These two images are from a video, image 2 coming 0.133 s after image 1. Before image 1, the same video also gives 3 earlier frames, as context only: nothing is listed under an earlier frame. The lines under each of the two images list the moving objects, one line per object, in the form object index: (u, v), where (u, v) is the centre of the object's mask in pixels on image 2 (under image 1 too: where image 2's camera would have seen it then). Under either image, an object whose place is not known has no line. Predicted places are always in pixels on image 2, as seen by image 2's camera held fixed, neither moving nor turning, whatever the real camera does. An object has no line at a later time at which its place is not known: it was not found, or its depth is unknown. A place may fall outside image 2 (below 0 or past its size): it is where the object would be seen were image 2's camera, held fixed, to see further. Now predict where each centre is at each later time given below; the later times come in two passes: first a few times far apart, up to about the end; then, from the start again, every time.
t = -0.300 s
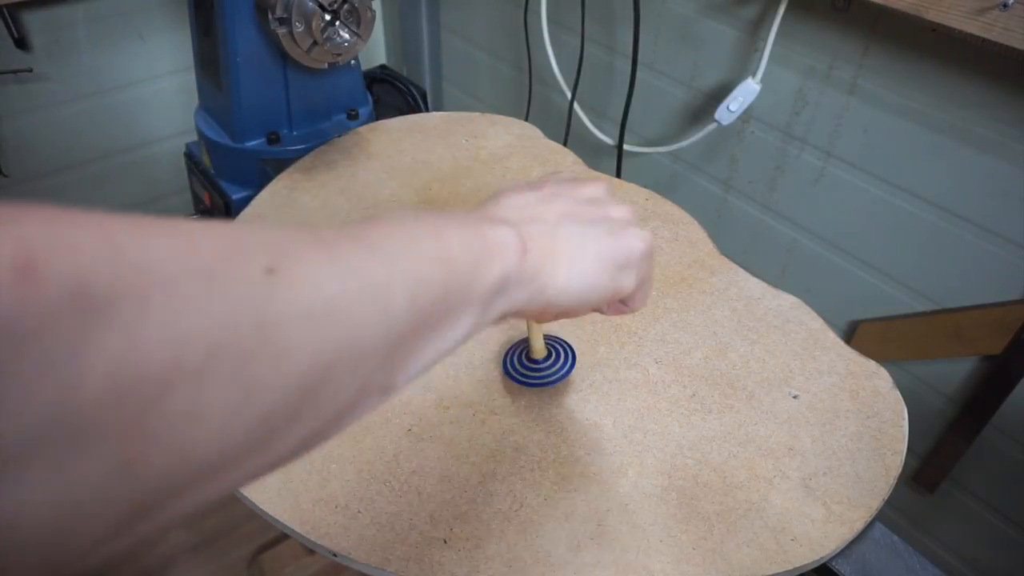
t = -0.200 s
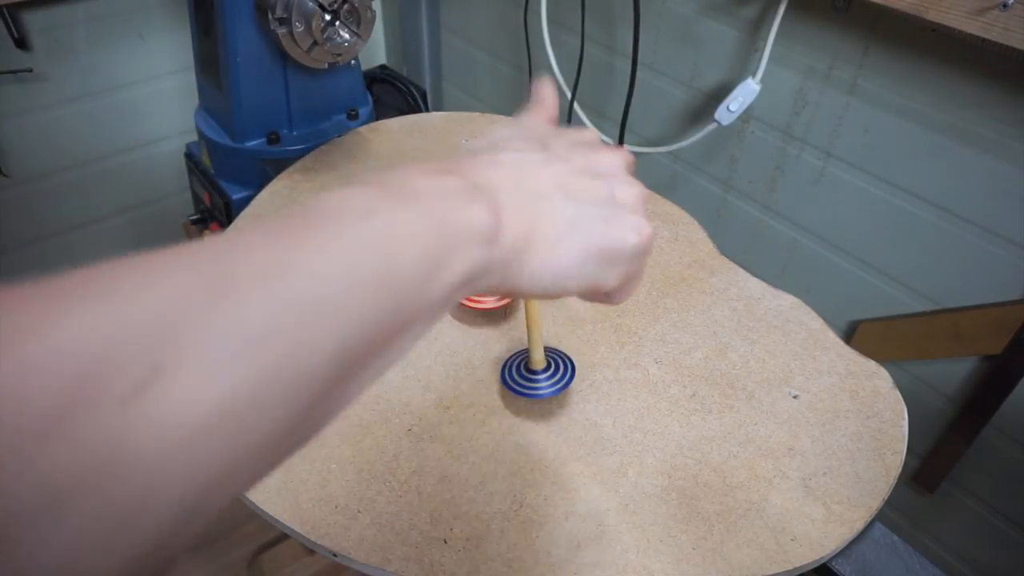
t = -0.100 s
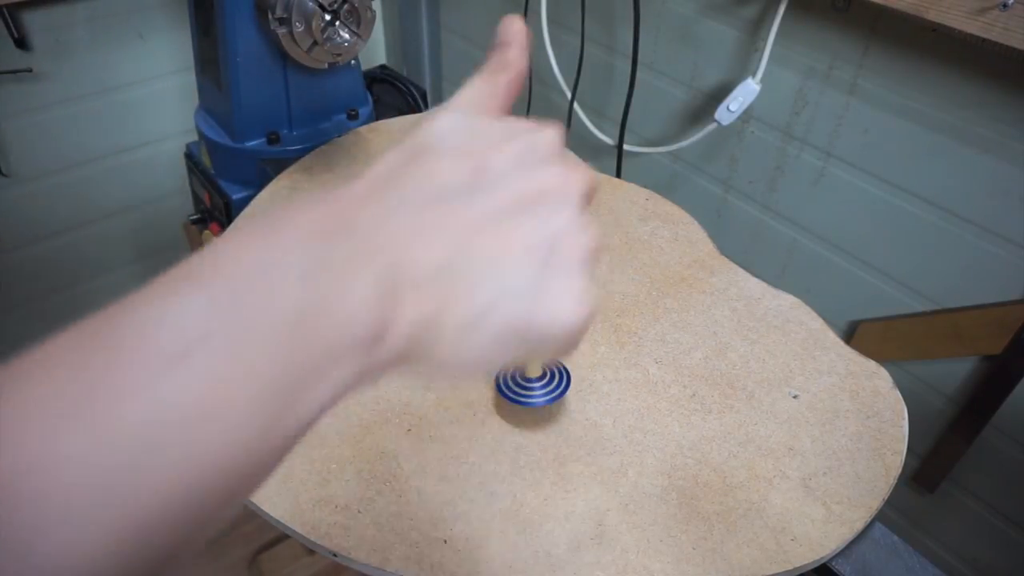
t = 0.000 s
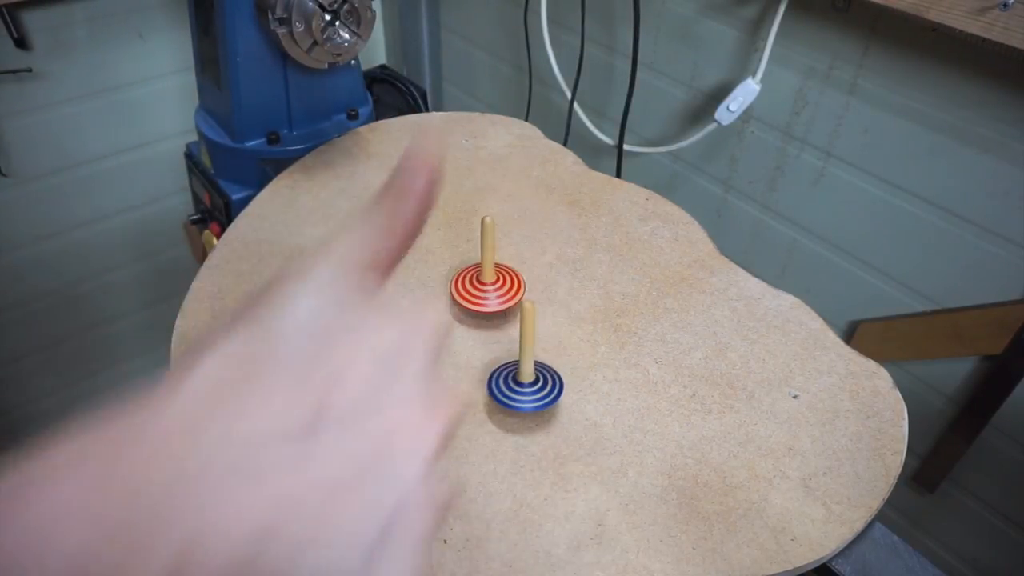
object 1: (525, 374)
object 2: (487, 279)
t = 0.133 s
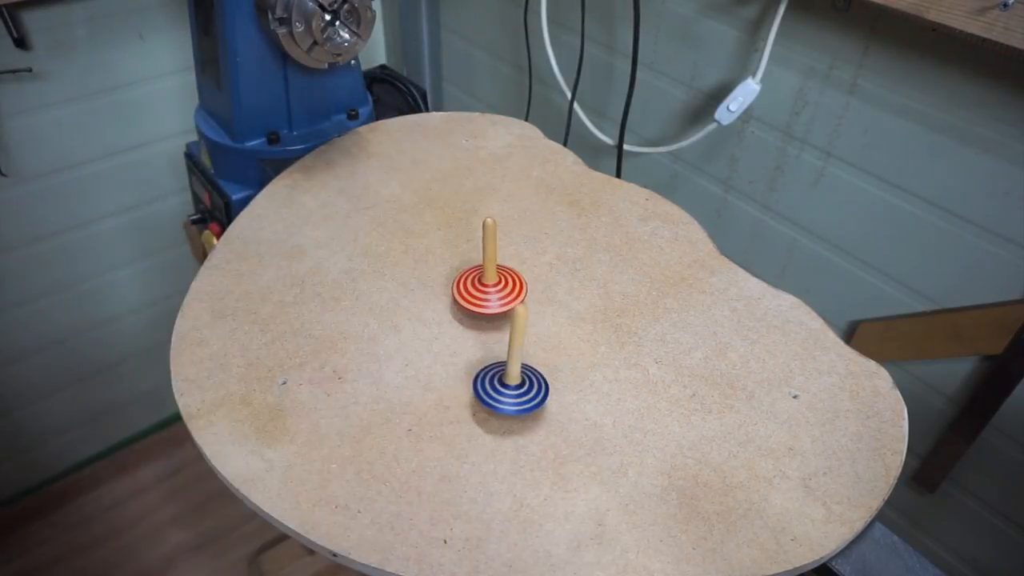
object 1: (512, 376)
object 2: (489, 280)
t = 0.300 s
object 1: (501, 372)
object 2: (491, 281)
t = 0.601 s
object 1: (501, 353)
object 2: (493, 282)
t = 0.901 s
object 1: (529, 342)
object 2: (498, 282)
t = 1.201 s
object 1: (560, 350)
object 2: (509, 282)
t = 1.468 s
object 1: (567, 363)
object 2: (519, 281)
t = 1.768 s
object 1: (558, 367)
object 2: (531, 281)
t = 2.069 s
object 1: (553, 360)
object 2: (541, 283)
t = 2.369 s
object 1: (567, 353)
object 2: (550, 285)
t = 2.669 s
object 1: (586, 357)
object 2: (556, 289)
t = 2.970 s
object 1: (593, 366)
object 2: (561, 291)
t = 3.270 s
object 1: (591, 367)
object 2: (567, 292)
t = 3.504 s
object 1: (592, 364)
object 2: (573, 291)
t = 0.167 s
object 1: (509, 376)
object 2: (489, 281)
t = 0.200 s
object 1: (506, 376)
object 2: (490, 281)
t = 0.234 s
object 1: (504, 375)
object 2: (490, 281)
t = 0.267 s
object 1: (502, 373)
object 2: (490, 281)
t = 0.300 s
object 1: (501, 372)
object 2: (491, 281)
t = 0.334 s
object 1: (500, 370)
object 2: (491, 282)
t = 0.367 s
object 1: (498, 368)
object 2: (491, 282)
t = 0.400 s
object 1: (498, 366)
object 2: (491, 282)
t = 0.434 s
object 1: (497, 364)
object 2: (492, 282)
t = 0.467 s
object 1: (497, 362)
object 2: (492, 282)
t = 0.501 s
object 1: (498, 359)
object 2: (492, 282)
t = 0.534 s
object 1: (499, 357)
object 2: (492, 282)
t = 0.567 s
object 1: (500, 355)
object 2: (493, 282)
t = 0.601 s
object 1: (501, 353)
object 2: (493, 282)
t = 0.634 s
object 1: (503, 350)
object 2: (493, 282)
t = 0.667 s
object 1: (506, 349)
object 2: (494, 282)
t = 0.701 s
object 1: (509, 347)
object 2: (494, 282)
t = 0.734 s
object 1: (512, 346)
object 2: (495, 282)
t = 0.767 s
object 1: (514, 345)
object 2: (495, 282)
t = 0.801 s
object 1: (518, 343)
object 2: (495, 282)
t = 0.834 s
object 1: (521, 342)
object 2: (496, 282)
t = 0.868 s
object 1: (525, 341)
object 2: (497, 282)
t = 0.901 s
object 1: (529, 342)
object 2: (498, 282)
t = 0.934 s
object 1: (533, 342)
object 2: (499, 282)
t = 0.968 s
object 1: (537, 342)
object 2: (500, 282)
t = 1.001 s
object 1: (541, 342)
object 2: (501, 282)
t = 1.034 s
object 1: (545, 343)
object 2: (503, 282)
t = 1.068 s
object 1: (548, 344)
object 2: (505, 282)
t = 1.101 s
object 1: (551, 345)
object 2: (506, 282)
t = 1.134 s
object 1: (554, 347)
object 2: (507, 282)
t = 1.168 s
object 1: (557, 348)
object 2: (508, 282)
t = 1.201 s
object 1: (560, 350)
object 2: (509, 282)
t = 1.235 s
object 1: (562, 351)
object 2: (510, 281)
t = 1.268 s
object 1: (564, 354)
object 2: (512, 281)
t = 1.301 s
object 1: (566, 355)
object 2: (513, 281)
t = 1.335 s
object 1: (567, 357)
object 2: (514, 281)
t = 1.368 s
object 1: (567, 359)
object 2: (515, 281)
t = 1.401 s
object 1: (567, 360)
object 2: (516, 281)
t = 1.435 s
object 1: (567, 362)
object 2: (518, 281)
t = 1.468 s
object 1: (567, 363)
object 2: (519, 281)
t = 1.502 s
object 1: (567, 364)
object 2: (520, 281)
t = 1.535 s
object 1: (566, 365)
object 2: (521, 281)
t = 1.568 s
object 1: (565, 366)
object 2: (523, 281)
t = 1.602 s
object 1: (564, 367)
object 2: (524, 281)
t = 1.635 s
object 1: (563, 367)
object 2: (526, 281)
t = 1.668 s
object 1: (561, 368)
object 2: (527, 281)
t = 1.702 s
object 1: (560, 368)
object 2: (528, 282)
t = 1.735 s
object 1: (558, 368)
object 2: (529, 281)
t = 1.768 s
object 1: (558, 367)
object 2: (531, 281)
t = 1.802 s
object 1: (557, 367)
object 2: (532, 281)
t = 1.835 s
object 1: (556, 367)
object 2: (533, 282)
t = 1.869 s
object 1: (555, 366)
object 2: (534, 282)
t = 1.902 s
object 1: (555, 365)
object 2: (536, 282)
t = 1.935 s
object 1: (554, 364)
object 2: (536, 282)
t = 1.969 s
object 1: (553, 364)
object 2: (538, 282)
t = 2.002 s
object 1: (553, 362)
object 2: (539, 282)
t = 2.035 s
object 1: (553, 361)
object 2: (540, 282)
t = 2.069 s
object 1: (553, 360)
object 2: (541, 283)
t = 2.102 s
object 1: (554, 359)
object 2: (541, 283)
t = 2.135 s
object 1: (555, 358)
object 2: (543, 283)
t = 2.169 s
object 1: (556, 357)
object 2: (544, 283)
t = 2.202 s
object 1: (558, 356)
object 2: (545, 283)
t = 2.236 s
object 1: (559, 356)
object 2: (546, 284)
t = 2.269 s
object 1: (561, 355)
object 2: (547, 284)
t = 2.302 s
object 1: (563, 354)
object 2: (548, 284)
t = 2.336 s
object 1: (565, 353)
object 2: (549, 285)
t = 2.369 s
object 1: (567, 353)
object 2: (550, 285)
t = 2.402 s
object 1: (569, 353)
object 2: (550, 286)
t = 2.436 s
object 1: (572, 353)
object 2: (551, 286)
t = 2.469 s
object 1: (574, 353)
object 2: (552, 286)
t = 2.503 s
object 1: (576, 354)
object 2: (552, 287)
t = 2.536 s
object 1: (578, 354)
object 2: (553, 287)
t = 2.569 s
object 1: (581, 355)
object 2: (554, 288)
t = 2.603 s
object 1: (583, 356)
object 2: (555, 288)
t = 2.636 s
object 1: (585, 356)
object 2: (555, 289)
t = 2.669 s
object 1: (586, 357)
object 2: (556, 289)
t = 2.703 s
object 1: (588, 359)
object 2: (557, 289)
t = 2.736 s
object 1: (589, 360)
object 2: (557, 290)
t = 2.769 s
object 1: (590, 361)
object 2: (558, 290)
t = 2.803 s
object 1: (591, 362)
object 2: (558, 290)
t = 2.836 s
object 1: (591, 363)
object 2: (559, 290)
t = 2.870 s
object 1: (592, 364)
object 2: (560, 291)
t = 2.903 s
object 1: (593, 365)
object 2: (560, 291)
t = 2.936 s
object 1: (593, 366)
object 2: (560, 291)
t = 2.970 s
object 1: (593, 366)
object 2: (561, 291)
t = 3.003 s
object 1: (593, 367)
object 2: (561, 292)
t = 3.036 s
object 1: (592, 367)
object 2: (563, 292)
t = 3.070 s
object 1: (592, 367)
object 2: (563, 292)
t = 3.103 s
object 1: (592, 367)
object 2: (564, 292)
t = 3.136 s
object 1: (591, 367)
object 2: (565, 292)
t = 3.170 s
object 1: (591, 367)
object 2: (566, 292)
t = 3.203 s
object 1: (591, 368)
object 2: (566, 292)
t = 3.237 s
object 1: (591, 368)
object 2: (567, 292)
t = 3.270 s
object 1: (591, 367)
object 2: (567, 292)
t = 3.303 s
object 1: (591, 366)
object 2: (568, 292)
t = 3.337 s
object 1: (591, 366)
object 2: (568, 292)
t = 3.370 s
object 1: (590, 366)
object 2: (569, 292)
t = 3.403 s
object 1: (590, 366)
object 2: (569, 292)
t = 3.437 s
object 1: (590, 365)
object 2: (570, 292)
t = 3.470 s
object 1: (591, 365)
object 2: (571, 292)
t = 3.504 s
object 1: (592, 364)
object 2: (573, 291)
